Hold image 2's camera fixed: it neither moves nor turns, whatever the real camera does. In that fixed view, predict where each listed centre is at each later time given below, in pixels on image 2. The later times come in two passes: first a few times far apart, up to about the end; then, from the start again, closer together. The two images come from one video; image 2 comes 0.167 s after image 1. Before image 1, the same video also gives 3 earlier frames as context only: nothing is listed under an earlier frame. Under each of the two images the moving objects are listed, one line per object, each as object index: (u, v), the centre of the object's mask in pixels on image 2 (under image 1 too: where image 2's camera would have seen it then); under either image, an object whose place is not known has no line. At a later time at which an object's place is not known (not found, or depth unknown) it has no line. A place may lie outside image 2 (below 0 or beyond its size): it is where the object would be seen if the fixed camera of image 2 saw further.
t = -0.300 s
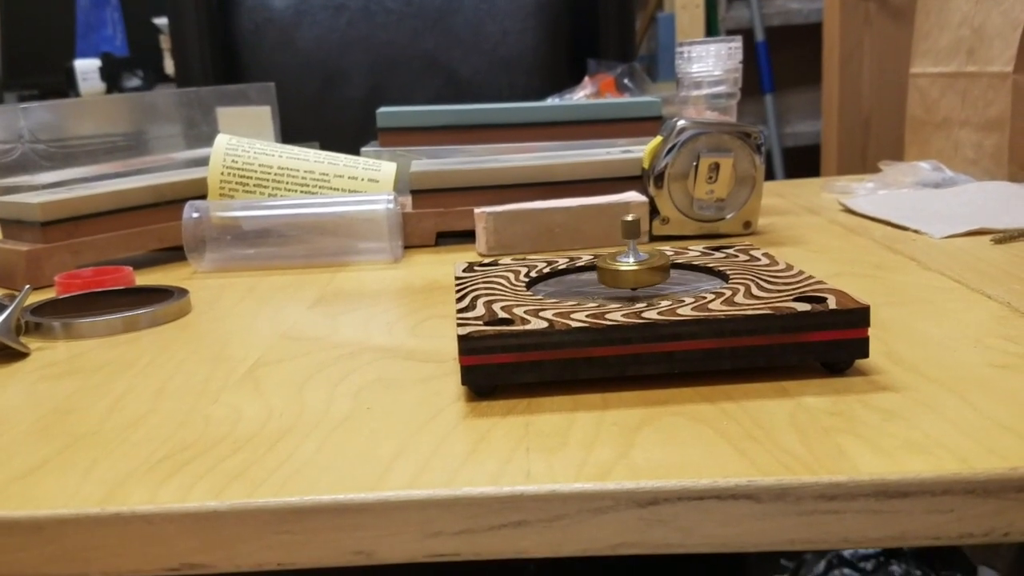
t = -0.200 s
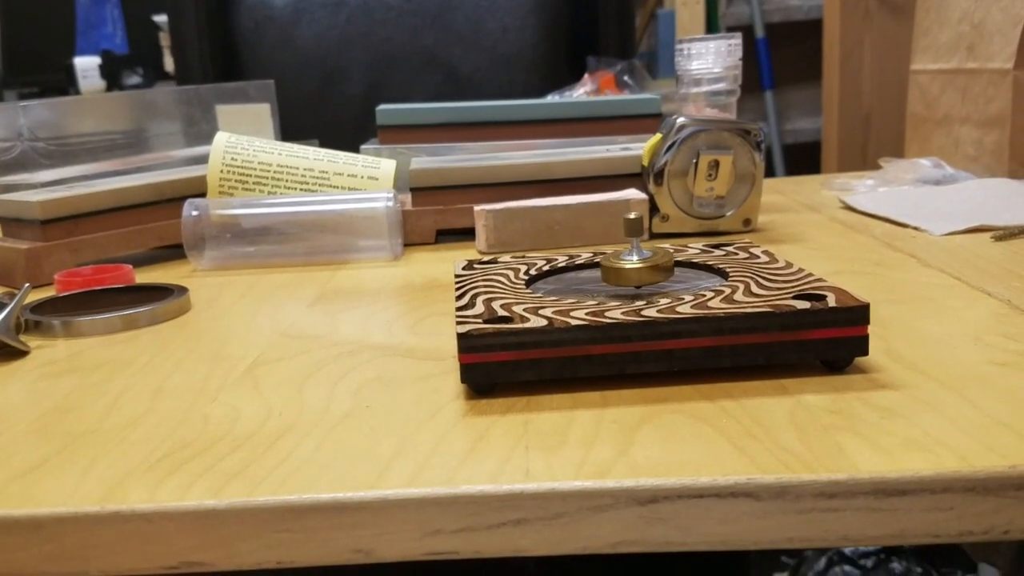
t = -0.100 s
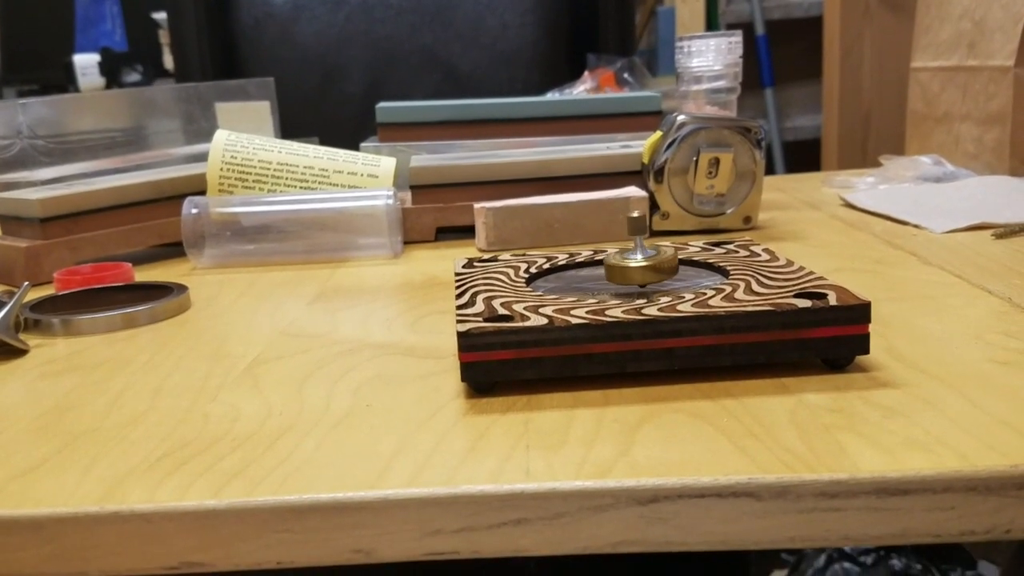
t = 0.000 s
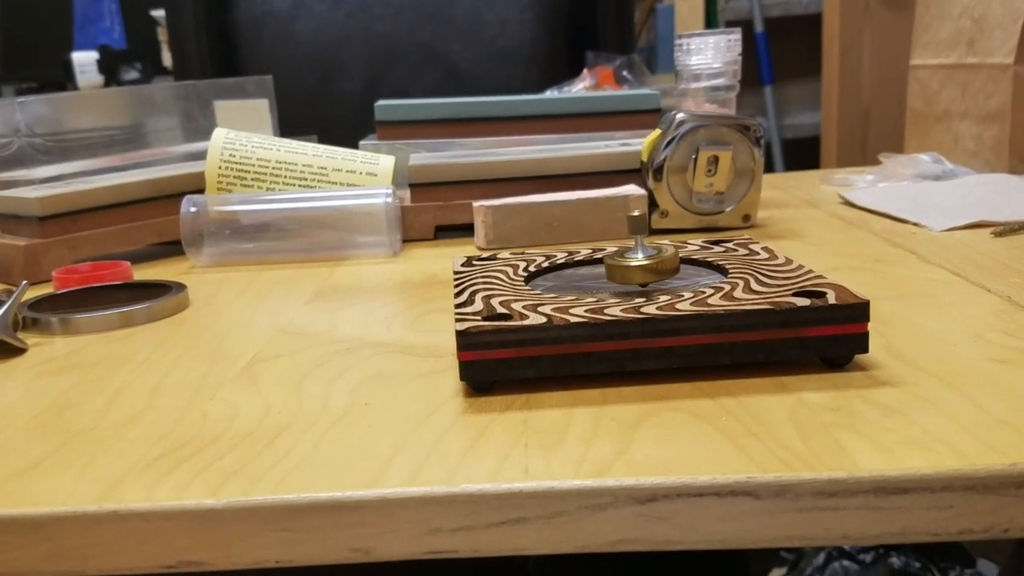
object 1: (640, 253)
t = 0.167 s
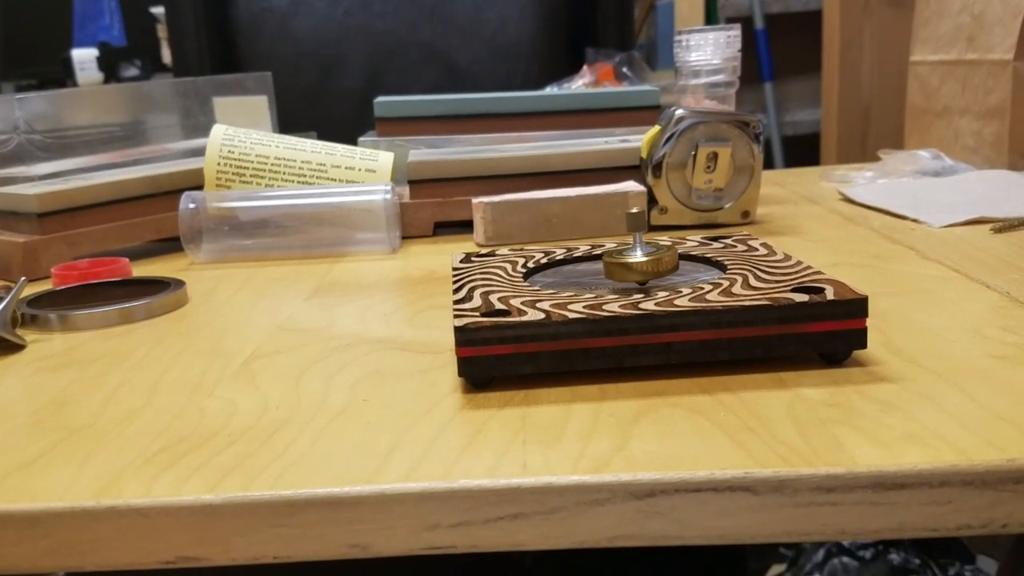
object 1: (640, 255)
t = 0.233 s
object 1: (638, 255)
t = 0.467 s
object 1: (629, 258)
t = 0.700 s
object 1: (618, 258)
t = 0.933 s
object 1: (610, 257)
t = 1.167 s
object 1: (610, 255)
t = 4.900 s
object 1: (610, 256)
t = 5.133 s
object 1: (612, 254)
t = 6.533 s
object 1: (619, 258)
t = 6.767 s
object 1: (611, 257)
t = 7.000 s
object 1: (611, 255)
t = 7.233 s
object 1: (618, 253)
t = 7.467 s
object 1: (629, 252)
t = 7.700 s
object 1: (637, 253)
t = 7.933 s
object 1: (638, 255)
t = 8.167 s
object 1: (632, 256)
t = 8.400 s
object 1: (621, 258)
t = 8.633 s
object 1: (613, 257)
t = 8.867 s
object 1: (610, 255)
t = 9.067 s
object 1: (615, 254)
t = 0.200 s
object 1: (639, 255)
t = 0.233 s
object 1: (638, 255)
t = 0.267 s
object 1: (637, 256)
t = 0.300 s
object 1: (636, 256)
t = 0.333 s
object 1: (635, 257)
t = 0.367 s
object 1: (633, 257)
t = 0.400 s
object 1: (632, 257)
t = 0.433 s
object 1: (631, 257)
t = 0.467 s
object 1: (629, 258)
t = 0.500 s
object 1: (628, 258)
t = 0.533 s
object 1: (626, 258)
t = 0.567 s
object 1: (624, 258)
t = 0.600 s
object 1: (623, 258)
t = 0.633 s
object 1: (621, 258)
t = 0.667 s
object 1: (619, 258)
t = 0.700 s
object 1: (618, 258)
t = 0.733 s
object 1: (617, 258)
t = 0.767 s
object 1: (615, 258)
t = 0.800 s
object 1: (614, 258)
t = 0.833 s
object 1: (613, 257)
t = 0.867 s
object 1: (612, 257)
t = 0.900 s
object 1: (611, 257)
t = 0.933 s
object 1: (610, 257)
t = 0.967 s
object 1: (610, 257)
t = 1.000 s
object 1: (609, 256)
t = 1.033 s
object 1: (609, 256)
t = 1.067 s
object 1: (609, 256)
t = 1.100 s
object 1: (609, 255)
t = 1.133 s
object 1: (610, 255)
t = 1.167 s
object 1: (610, 255)
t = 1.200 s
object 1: (611, 255)
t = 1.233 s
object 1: (612, 254)
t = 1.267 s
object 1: (613, 254)
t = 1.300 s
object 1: (614, 254)
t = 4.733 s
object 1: (614, 258)
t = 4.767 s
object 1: (613, 258)
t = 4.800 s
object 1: (612, 257)
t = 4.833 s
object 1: (611, 257)
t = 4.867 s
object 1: (610, 257)
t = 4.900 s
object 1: (610, 256)
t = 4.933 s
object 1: (610, 256)
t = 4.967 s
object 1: (610, 256)
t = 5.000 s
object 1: (610, 256)
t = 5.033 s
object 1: (610, 255)
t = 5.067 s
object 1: (611, 255)
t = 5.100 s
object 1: (611, 255)
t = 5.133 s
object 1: (612, 254)
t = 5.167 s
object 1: (613, 254)
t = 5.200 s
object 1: (614, 253)
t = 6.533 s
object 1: (619, 258)
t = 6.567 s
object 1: (618, 258)
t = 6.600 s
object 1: (616, 258)
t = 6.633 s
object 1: (615, 258)
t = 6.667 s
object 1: (614, 258)
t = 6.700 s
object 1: (613, 257)
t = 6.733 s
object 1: (612, 257)
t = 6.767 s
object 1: (611, 257)
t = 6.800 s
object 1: (611, 257)
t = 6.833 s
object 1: (610, 257)
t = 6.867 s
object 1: (610, 256)
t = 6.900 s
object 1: (610, 256)
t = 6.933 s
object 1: (610, 255)
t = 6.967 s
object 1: (610, 255)
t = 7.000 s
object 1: (611, 255)
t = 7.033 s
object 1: (611, 254)
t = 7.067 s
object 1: (612, 254)
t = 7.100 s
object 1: (613, 254)
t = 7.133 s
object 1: (614, 253)
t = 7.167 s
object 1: (615, 254)
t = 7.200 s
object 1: (616, 253)
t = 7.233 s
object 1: (618, 253)
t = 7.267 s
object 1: (619, 253)
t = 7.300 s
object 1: (621, 253)
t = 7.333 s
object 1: (622, 253)
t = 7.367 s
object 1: (624, 252)
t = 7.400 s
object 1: (625, 252)
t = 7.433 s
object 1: (627, 252)
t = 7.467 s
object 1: (629, 252)
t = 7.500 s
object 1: (630, 252)
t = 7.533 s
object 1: (631, 252)
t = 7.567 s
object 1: (633, 252)
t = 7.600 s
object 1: (634, 253)
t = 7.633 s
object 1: (635, 253)
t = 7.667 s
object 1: (636, 253)
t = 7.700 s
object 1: (637, 253)
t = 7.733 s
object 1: (638, 253)
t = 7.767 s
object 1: (638, 253)
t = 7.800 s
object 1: (638, 254)
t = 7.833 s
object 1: (638, 254)
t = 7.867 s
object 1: (639, 254)
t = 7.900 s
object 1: (639, 254)
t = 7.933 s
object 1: (638, 255)
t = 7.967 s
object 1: (638, 255)
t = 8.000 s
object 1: (637, 255)
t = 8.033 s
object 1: (637, 255)
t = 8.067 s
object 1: (636, 256)
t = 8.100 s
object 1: (634, 256)
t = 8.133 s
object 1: (633, 256)
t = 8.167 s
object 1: (632, 256)
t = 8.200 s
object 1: (631, 257)
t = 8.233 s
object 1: (629, 257)
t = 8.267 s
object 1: (628, 257)
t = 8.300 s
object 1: (626, 257)
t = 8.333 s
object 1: (625, 258)
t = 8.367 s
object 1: (623, 258)
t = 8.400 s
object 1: (621, 258)
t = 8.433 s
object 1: (620, 258)
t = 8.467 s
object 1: (618, 257)
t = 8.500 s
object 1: (617, 257)
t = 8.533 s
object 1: (616, 257)
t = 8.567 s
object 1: (615, 258)
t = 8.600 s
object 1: (614, 257)
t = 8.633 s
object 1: (613, 257)
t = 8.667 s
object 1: (612, 257)
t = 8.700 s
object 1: (612, 257)
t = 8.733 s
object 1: (611, 257)
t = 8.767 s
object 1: (611, 256)
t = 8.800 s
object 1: (610, 256)
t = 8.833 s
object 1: (610, 256)
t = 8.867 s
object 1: (610, 255)
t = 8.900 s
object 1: (611, 255)
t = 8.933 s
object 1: (611, 255)
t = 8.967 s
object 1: (612, 254)
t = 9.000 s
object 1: (612, 254)
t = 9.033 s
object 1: (613, 254)
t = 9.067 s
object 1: (615, 254)
